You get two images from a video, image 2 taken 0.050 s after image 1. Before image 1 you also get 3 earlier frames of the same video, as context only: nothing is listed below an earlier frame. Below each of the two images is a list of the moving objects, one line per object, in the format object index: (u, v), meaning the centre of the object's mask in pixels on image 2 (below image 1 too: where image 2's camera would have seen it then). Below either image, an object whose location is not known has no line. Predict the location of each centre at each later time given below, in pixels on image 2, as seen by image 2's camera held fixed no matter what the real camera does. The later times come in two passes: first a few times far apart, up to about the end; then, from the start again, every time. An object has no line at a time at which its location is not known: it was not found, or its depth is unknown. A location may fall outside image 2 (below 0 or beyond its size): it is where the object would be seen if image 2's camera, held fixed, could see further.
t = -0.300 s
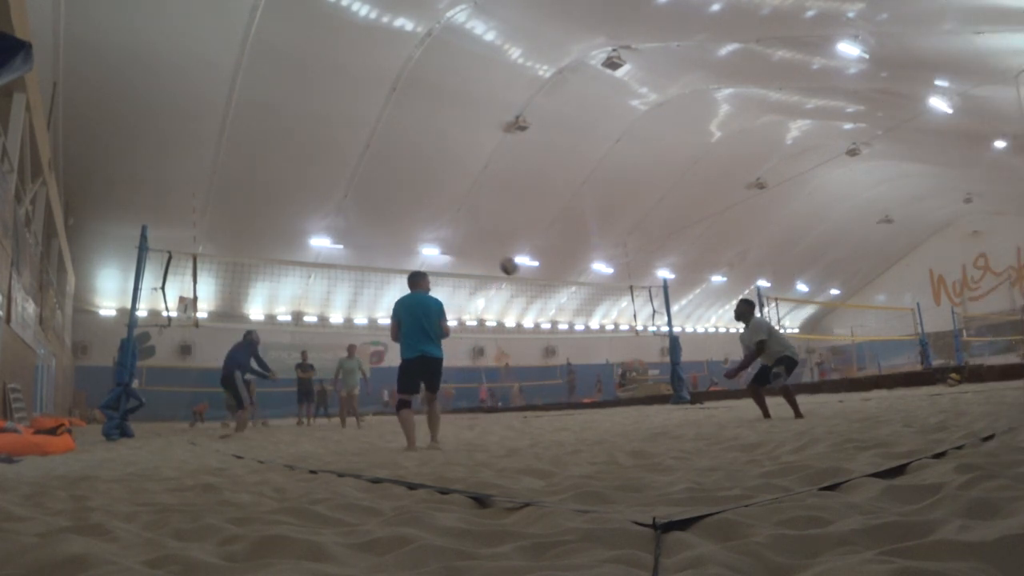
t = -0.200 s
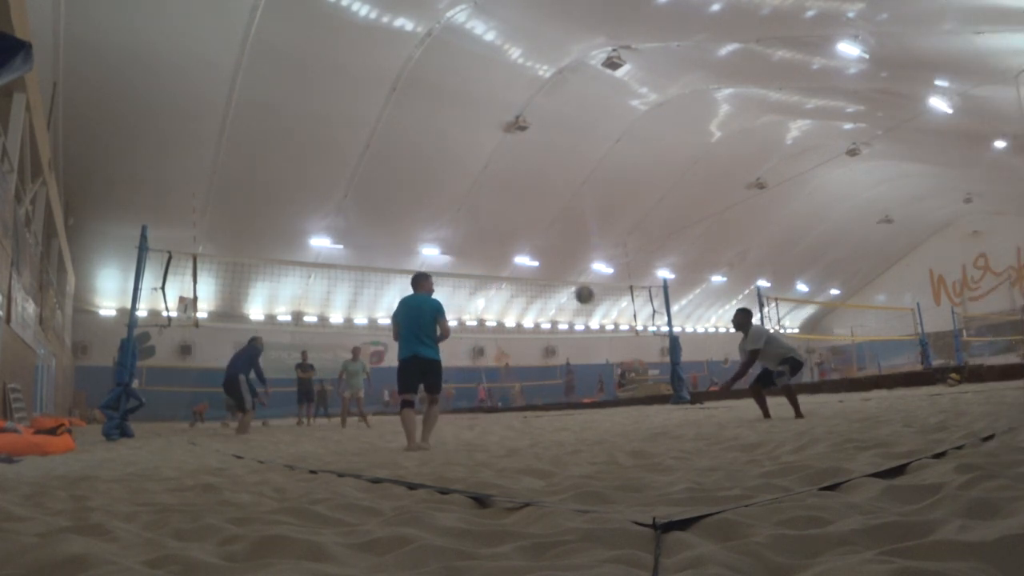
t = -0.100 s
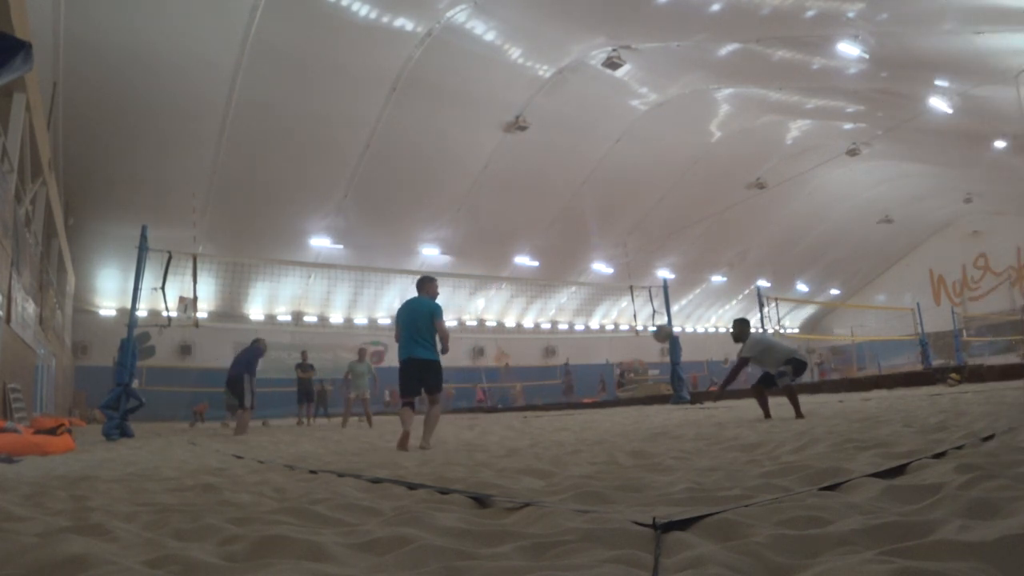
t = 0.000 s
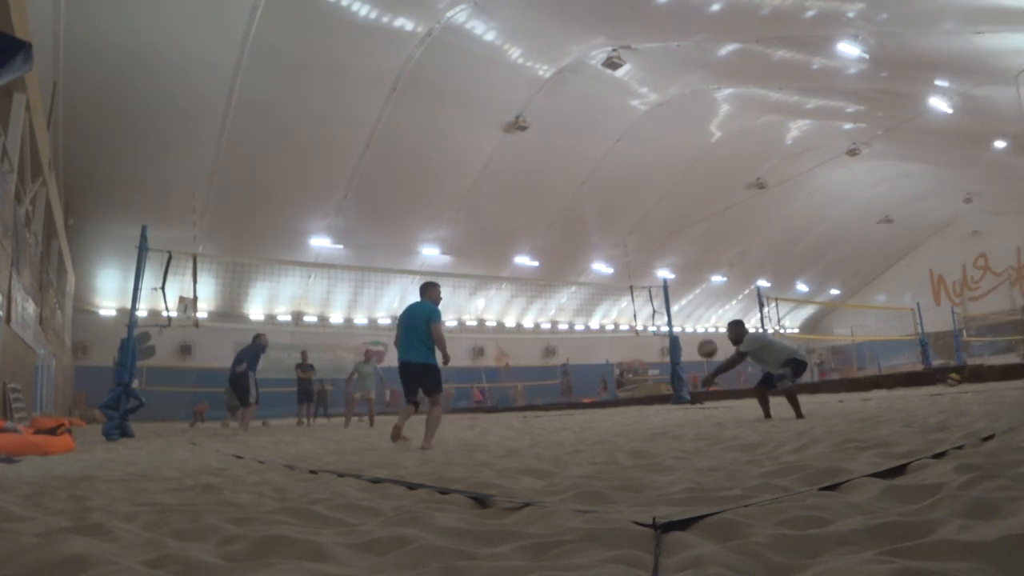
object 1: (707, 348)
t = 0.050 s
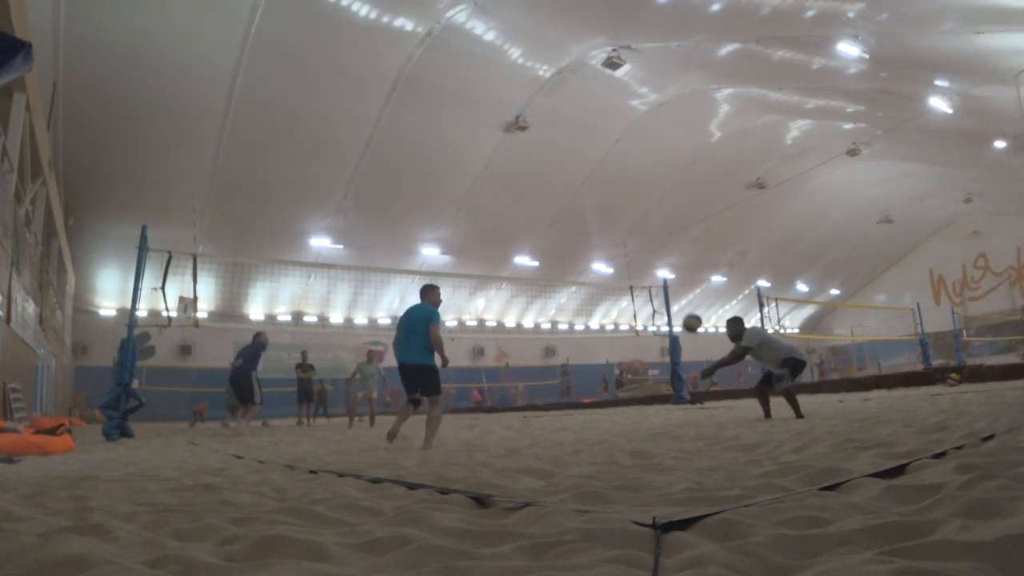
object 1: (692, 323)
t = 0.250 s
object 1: (636, 247)
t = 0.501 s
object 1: (575, 206)
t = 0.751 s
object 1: (519, 217)
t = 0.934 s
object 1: (482, 260)
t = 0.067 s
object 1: (687, 315)
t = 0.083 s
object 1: (683, 308)
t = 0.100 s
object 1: (678, 300)
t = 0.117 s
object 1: (674, 293)
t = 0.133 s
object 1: (668, 286)
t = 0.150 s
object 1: (664, 280)
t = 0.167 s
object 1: (659, 273)
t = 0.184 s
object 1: (654, 268)
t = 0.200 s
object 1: (650, 262)
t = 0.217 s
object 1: (645, 257)
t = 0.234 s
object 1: (641, 252)
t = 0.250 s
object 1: (636, 247)
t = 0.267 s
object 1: (632, 242)
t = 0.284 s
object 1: (628, 238)
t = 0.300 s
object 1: (623, 234)
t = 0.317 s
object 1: (619, 230)
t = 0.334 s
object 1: (615, 227)
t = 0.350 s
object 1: (611, 224)
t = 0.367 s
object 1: (606, 221)
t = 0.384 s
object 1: (602, 218)
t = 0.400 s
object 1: (598, 215)
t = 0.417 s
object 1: (594, 213)
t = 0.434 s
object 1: (590, 211)
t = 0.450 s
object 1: (586, 209)
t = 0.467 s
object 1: (582, 208)
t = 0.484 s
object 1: (578, 206)
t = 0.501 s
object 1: (575, 206)
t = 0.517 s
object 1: (571, 205)
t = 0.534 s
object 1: (567, 204)
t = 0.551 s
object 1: (563, 204)
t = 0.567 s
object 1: (559, 204)
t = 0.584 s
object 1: (555, 204)
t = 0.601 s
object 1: (551, 204)
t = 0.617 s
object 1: (548, 205)
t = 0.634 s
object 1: (544, 205)
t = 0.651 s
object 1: (540, 206)
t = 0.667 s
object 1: (537, 207)
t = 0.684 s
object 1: (533, 209)
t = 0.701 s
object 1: (530, 211)
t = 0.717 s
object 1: (526, 213)
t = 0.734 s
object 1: (523, 215)
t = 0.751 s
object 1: (519, 217)
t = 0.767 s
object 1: (516, 220)
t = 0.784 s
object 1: (513, 223)
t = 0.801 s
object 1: (509, 226)
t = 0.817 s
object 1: (506, 230)
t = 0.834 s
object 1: (502, 233)
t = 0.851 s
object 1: (499, 237)
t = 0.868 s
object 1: (495, 242)
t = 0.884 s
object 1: (492, 246)
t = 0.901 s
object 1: (489, 251)
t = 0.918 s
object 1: (485, 255)
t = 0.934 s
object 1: (482, 260)
